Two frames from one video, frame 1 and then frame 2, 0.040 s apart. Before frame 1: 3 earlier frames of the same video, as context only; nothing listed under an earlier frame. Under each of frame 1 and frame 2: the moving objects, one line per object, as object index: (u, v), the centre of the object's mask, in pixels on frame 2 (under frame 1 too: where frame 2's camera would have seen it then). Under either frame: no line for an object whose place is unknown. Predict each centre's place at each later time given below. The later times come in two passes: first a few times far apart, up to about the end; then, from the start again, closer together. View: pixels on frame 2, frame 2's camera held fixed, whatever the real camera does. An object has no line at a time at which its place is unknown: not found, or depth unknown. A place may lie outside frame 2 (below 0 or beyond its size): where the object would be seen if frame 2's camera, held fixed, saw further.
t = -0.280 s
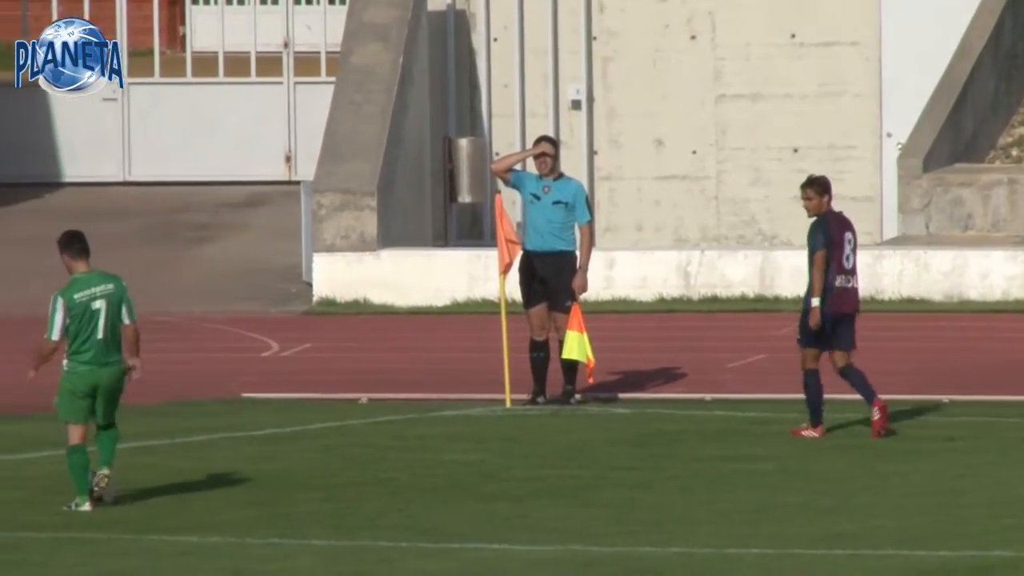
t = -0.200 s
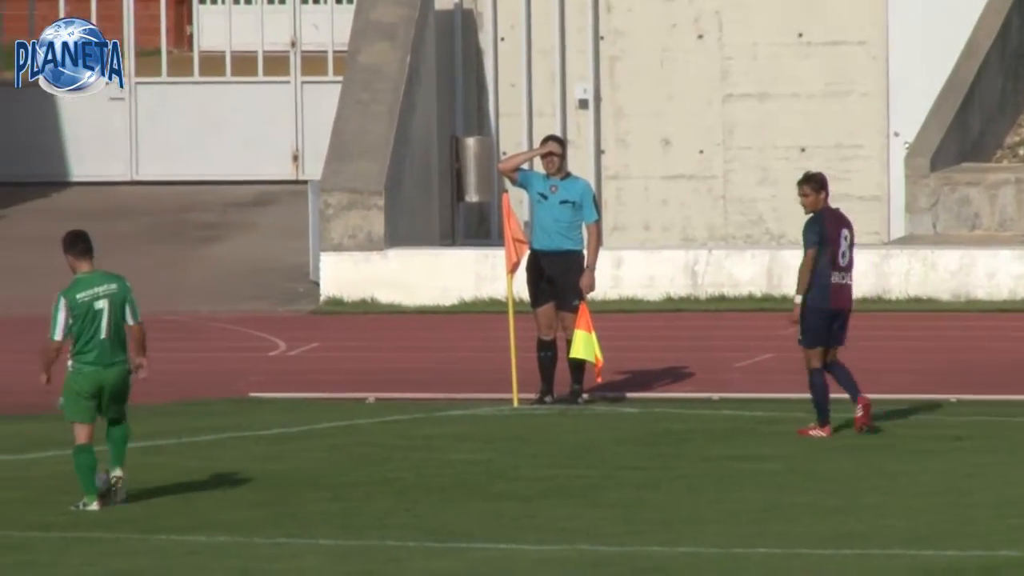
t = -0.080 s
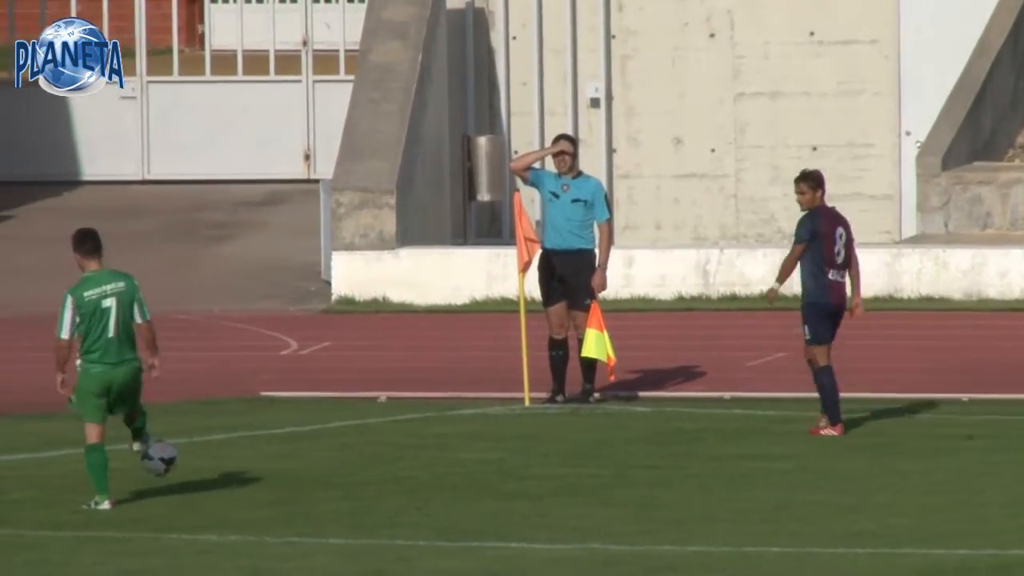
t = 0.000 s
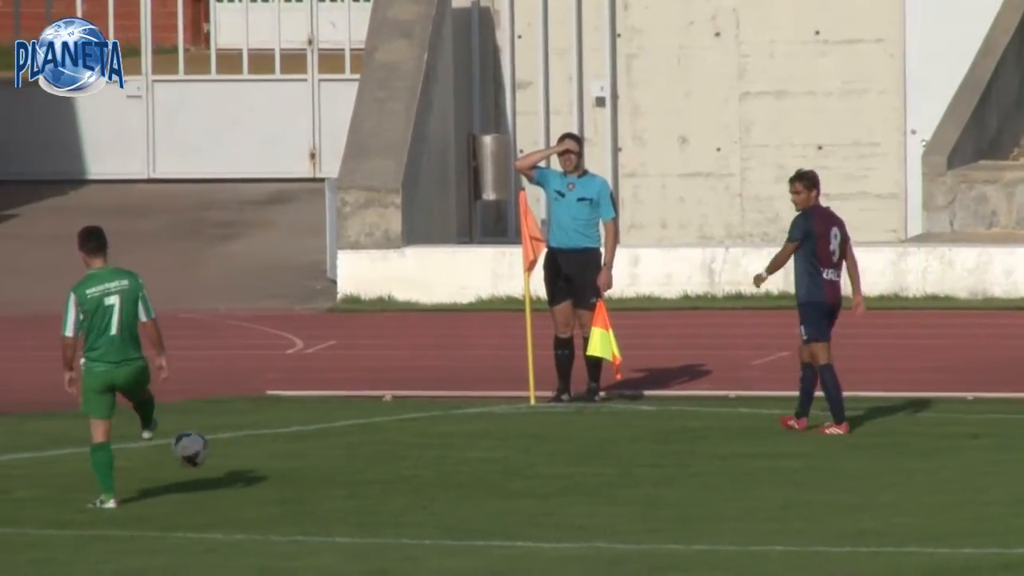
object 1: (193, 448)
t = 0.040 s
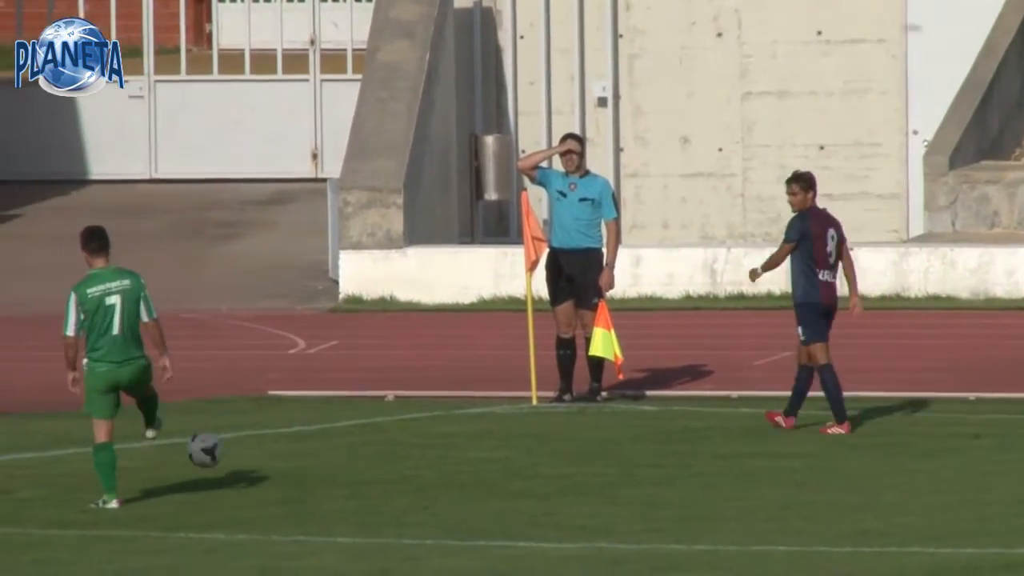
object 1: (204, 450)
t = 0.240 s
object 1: (256, 450)
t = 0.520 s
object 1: (307, 444)
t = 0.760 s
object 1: (342, 436)
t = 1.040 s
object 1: (381, 431)
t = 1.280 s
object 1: (410, 422)
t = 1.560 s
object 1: (442, 416)
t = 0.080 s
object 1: (217, 451)
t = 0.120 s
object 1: (228, 457)
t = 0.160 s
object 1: (241, 463)
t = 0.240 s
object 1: (256, 450)
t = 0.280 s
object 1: (265, 444)
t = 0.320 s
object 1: (272, 443)
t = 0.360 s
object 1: (279, 444)
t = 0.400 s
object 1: (287, 446)
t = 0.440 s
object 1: (295, 451)
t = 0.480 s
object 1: (301, 447)
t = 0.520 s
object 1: (307, 444)
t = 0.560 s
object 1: (313, 443)
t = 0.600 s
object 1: (318, 444)
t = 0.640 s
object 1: (325, 444)
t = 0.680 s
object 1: (330, 440)
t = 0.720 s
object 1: (337, 437)
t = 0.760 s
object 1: (342, 436)
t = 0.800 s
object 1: (348, 437)
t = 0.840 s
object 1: (353, 437)
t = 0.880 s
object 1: (360, 432)
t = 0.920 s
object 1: (365, 429)
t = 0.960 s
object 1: (370, 429)
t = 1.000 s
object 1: (376, 431)
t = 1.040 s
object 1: (381, 431)
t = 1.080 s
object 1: (386, 428)
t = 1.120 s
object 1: (391, 426)
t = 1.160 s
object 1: (396, 426)
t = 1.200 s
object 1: (401, 427)
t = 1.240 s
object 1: (405, 424)
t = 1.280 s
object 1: (410, 422)
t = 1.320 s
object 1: (414, 422)
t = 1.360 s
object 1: (420, 421)
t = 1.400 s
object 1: (425, 420)
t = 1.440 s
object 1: (428, 418)
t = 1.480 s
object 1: (433, 417)
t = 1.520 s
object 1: (437, 417)
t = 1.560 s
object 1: (442, 416)
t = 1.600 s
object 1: (446, 415)
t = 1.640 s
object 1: (450, 413)
